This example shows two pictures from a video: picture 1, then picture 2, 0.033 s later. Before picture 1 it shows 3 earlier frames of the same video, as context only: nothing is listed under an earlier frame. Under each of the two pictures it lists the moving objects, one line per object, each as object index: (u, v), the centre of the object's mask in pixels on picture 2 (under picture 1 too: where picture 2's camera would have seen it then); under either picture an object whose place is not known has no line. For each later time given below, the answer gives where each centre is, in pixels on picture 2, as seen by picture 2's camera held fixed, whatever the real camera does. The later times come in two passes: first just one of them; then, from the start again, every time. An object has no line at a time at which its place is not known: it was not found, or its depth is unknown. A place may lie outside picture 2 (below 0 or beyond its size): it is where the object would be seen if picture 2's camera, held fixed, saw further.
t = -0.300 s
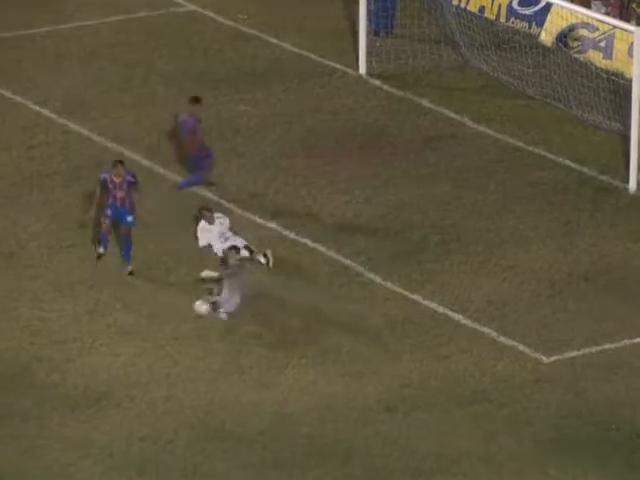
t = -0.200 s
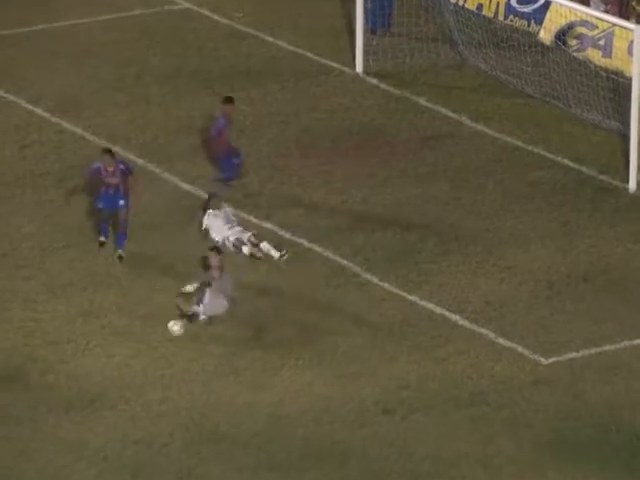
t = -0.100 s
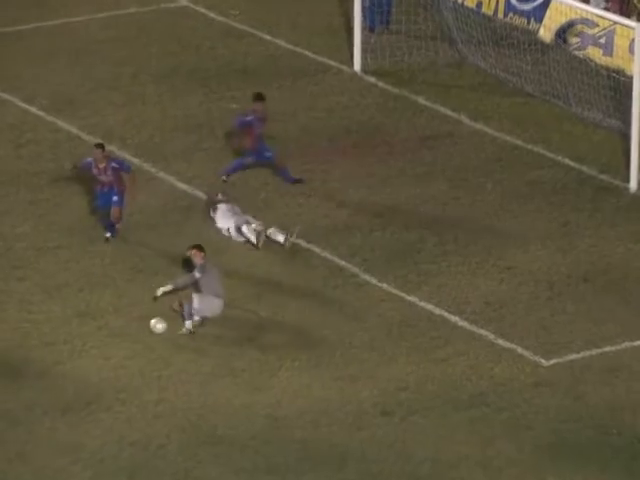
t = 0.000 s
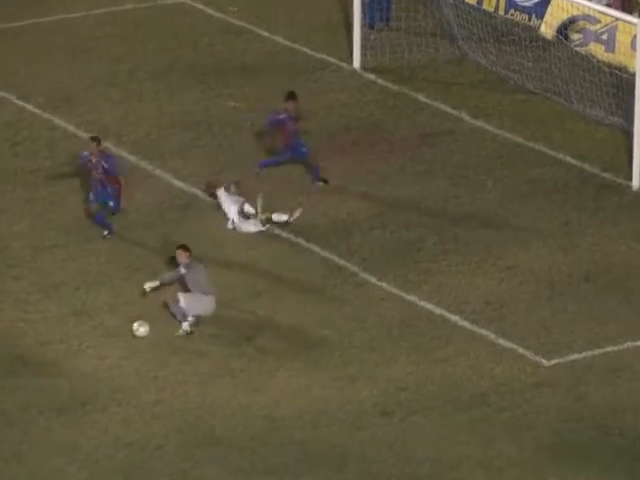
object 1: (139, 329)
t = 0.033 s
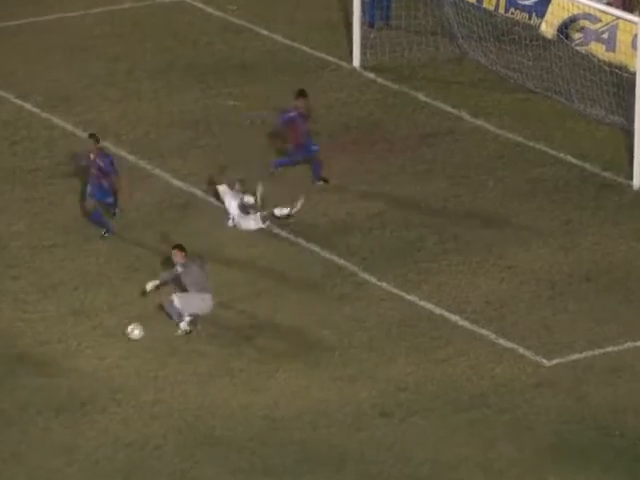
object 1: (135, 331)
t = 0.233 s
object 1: (109, 346)
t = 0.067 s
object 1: (130, 335)
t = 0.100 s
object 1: (126, 340)
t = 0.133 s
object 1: (121, 344)
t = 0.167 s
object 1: (117, 345)
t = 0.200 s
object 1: (113, 346)
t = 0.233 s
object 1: (109, 346)
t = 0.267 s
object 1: (106, 348)
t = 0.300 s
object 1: (103, 350)
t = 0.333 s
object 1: (99, 353)
